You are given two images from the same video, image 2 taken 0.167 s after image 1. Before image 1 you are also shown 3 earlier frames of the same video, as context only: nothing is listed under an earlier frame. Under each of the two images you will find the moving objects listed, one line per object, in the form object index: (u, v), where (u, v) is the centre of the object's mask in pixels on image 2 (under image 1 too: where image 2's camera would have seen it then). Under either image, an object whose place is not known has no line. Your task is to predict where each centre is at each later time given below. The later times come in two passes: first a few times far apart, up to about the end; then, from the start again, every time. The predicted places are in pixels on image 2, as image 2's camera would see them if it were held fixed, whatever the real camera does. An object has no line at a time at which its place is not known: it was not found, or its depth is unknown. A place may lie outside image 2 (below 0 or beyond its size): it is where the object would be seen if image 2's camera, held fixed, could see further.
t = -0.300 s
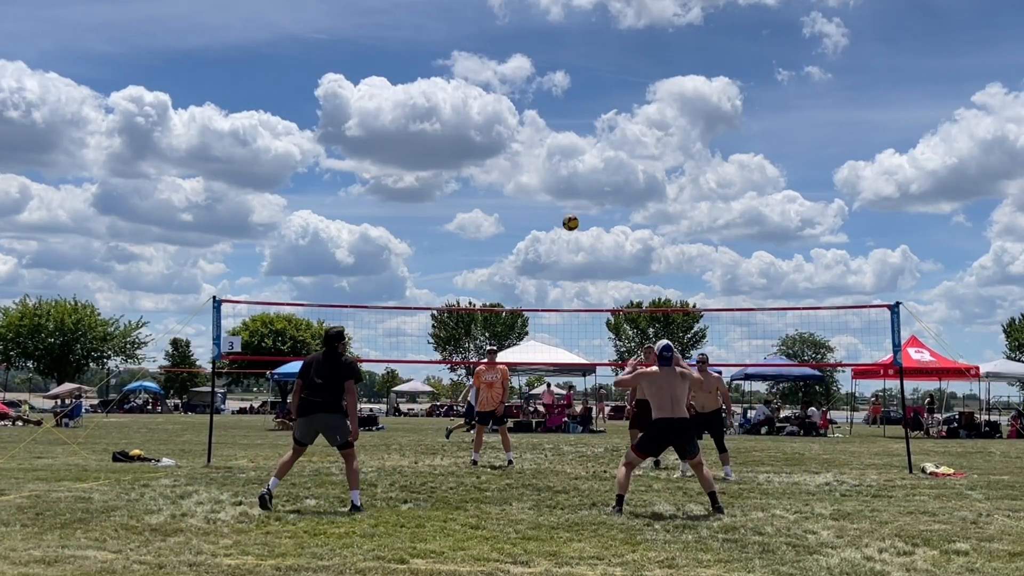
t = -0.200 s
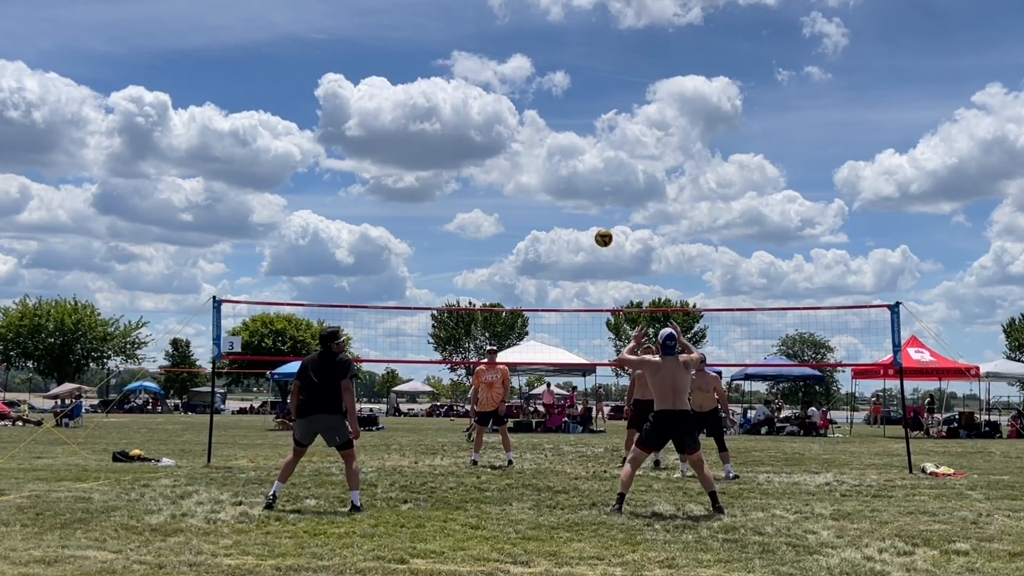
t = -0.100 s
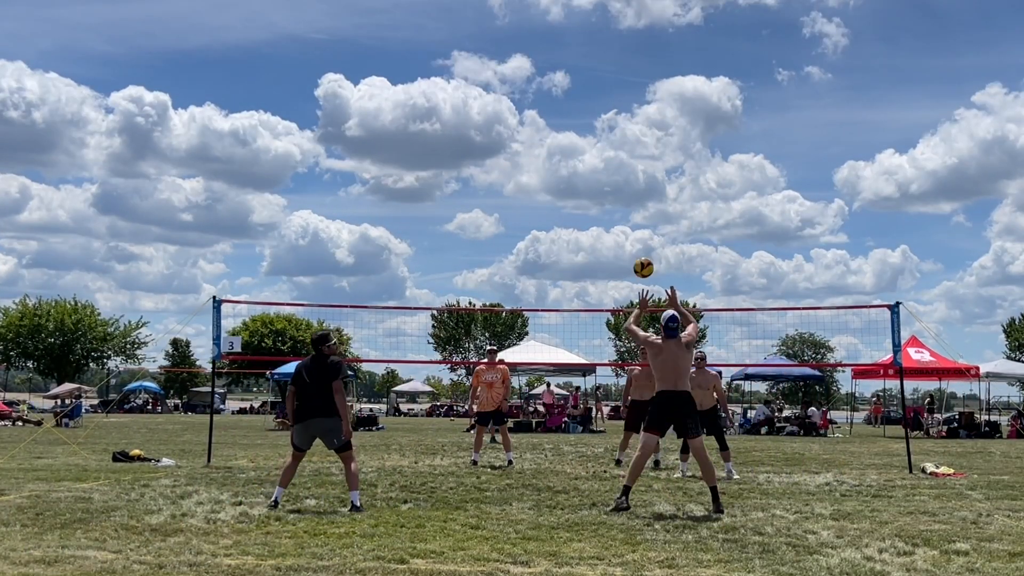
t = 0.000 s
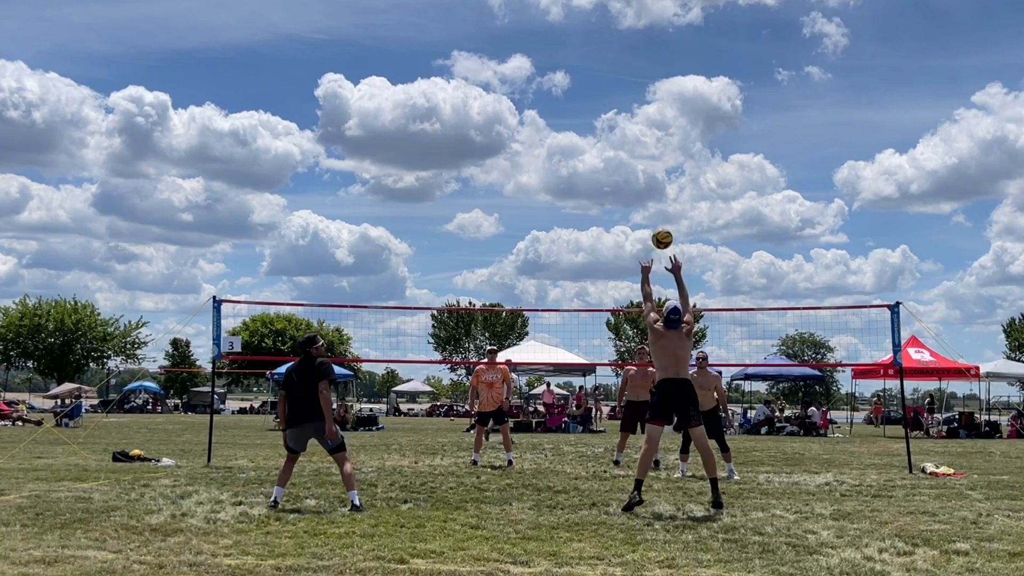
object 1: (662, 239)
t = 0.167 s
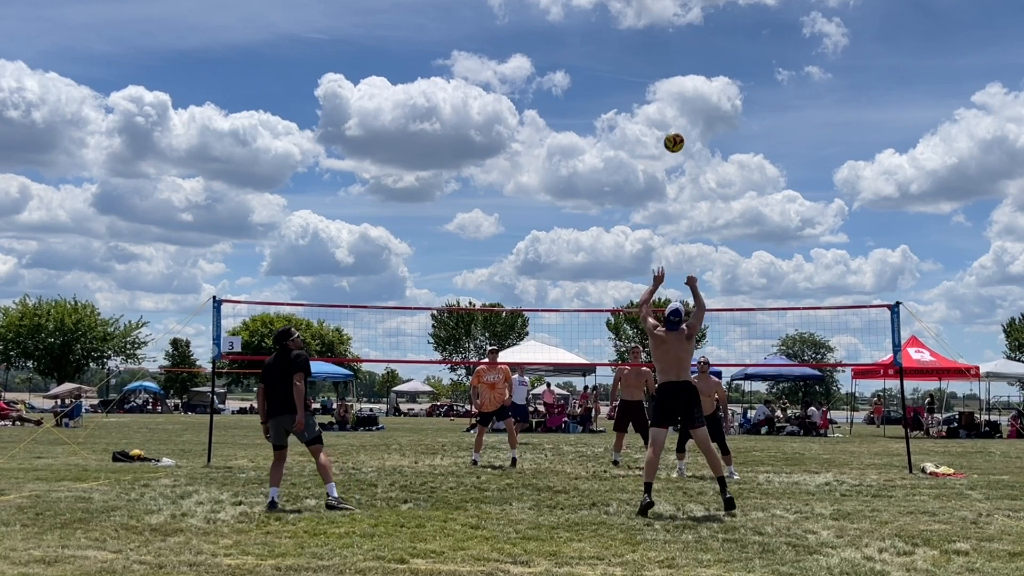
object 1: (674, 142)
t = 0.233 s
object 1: (678, 114)
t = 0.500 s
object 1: (697, 47)
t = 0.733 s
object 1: (710, 44)
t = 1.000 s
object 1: (724, 93)
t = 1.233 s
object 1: (733, 179)
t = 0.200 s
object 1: (676, 127)
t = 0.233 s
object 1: (678, 114)
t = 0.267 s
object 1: (681, 101)
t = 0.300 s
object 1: (683, 90)
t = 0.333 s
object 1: (686, 80)
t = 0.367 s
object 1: (688, 71)
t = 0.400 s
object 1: (690, 63)
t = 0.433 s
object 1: (693, 56)
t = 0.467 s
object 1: (695, 51)
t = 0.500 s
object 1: (697, 47)
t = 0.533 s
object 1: (699, 43)
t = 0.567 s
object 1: (701, 41)
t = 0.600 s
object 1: (703, 40)
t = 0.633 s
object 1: (705, 39)
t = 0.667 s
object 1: (707, 40)
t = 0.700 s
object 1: (708, 41)
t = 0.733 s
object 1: (710, 44)
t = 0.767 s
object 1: (712, 47)
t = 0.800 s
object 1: (714, 51)
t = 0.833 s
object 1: (715, 56)
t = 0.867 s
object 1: (717, 62)
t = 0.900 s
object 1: (719, 69)
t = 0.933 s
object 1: (721, 76)
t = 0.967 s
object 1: (722, 84)
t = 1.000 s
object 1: (724, 93)
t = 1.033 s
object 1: (725, 103)
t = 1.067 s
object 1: (727, 114)
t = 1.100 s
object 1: (728, 125)
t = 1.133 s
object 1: (729, 138)
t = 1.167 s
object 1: (731, 150)
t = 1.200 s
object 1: (732, 164)
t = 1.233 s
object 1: (733, 179)
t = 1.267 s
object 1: (734, 194)
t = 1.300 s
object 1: (735, 210)
